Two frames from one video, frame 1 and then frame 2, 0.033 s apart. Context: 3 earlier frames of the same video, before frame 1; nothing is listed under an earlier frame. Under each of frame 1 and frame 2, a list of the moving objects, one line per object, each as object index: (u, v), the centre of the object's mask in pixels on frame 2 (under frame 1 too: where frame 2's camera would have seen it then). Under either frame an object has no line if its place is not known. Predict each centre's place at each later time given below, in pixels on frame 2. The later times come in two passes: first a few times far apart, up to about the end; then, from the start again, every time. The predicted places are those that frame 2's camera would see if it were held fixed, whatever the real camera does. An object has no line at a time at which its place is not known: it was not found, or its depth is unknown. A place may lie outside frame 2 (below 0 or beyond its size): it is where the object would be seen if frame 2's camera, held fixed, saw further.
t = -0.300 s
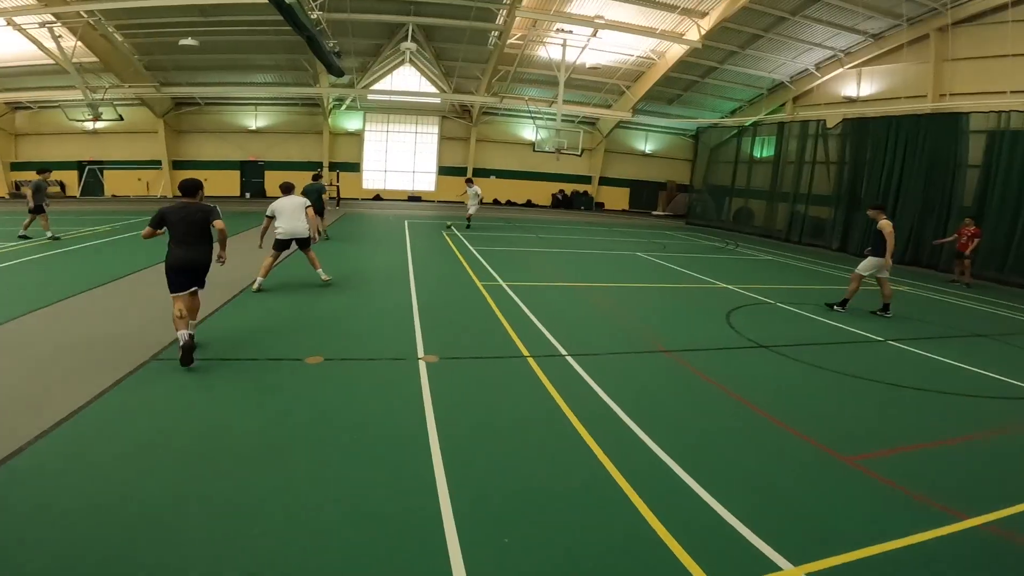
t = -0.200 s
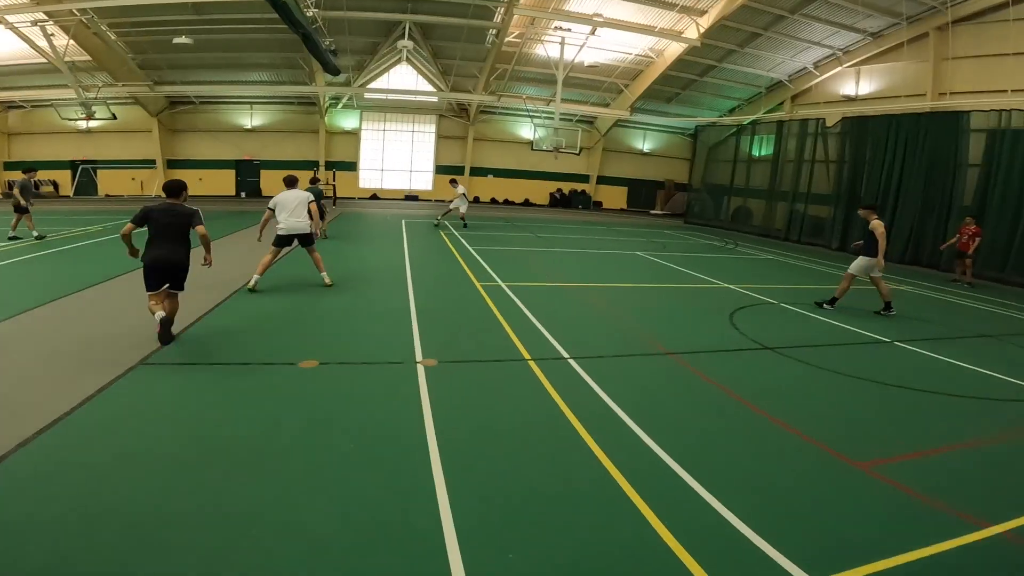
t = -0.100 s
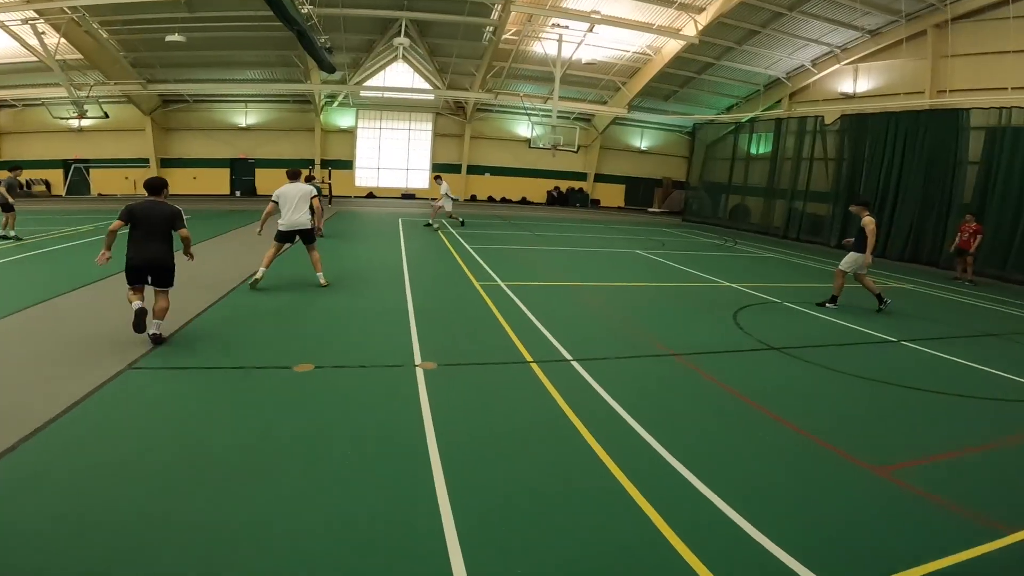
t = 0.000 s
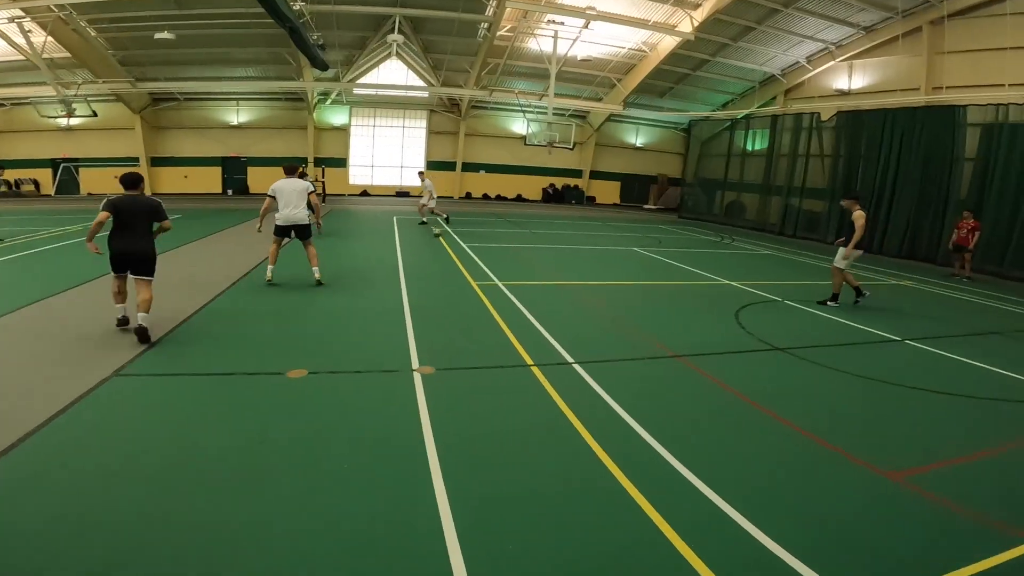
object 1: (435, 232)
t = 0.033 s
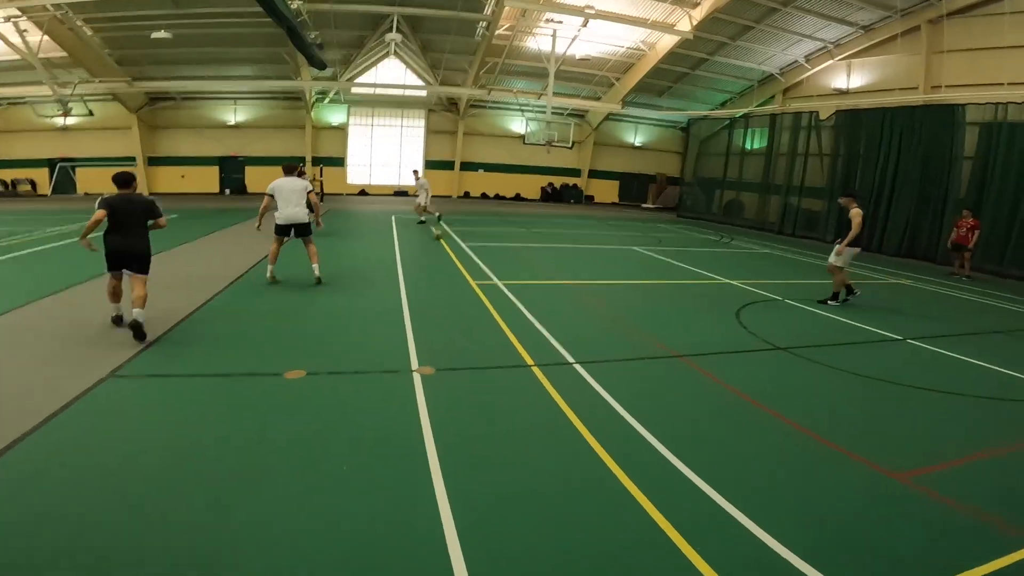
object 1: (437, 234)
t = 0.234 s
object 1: (454, 252)
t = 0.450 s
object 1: (461, 289)
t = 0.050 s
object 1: (439, 237)
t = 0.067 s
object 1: (441, 238)
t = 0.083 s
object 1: (443, 239)
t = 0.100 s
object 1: (444, 240)
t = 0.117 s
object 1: (445, 241)
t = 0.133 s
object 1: (447, 243)
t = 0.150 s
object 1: (447, 244)
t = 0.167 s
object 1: (449, 246)
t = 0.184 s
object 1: (451, 247)
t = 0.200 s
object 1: (452, 248)
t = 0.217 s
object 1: (454, 251)
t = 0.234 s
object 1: (454, 252)
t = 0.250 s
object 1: (455, 254)
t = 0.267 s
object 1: (455, 256)
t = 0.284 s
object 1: (456, 259)
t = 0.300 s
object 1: (456, 261)
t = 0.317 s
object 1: (457, 264)
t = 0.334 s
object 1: (459, 267)
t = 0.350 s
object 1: (459, 270)
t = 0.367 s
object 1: (459, 274)
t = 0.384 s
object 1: (460, 276)
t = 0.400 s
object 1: (461, 279)
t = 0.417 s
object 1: (461, 282)
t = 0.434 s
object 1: (461, 287)
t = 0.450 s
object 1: (461, 289)
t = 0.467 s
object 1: (461, 294)
